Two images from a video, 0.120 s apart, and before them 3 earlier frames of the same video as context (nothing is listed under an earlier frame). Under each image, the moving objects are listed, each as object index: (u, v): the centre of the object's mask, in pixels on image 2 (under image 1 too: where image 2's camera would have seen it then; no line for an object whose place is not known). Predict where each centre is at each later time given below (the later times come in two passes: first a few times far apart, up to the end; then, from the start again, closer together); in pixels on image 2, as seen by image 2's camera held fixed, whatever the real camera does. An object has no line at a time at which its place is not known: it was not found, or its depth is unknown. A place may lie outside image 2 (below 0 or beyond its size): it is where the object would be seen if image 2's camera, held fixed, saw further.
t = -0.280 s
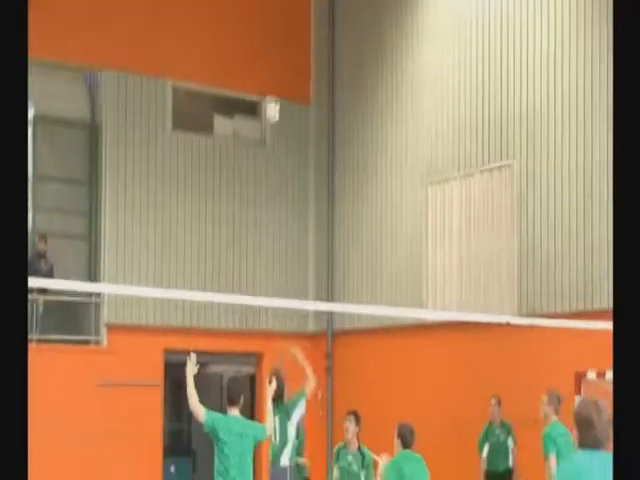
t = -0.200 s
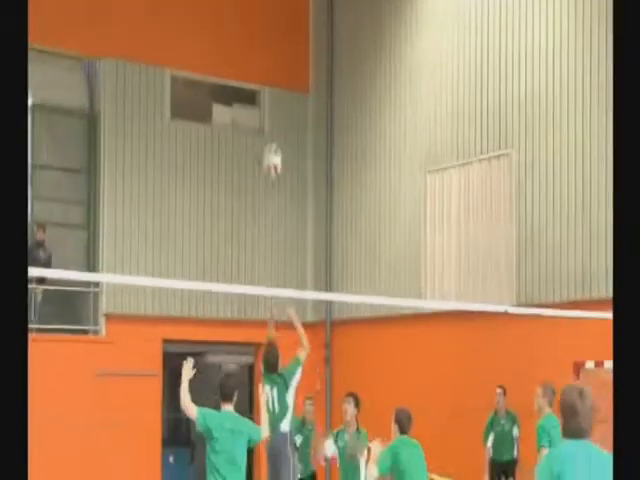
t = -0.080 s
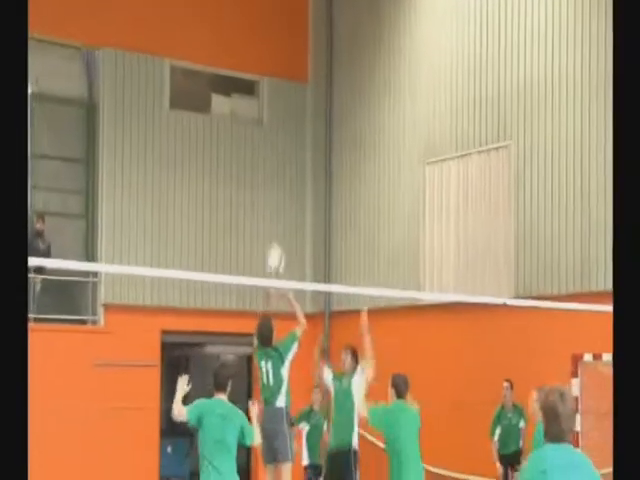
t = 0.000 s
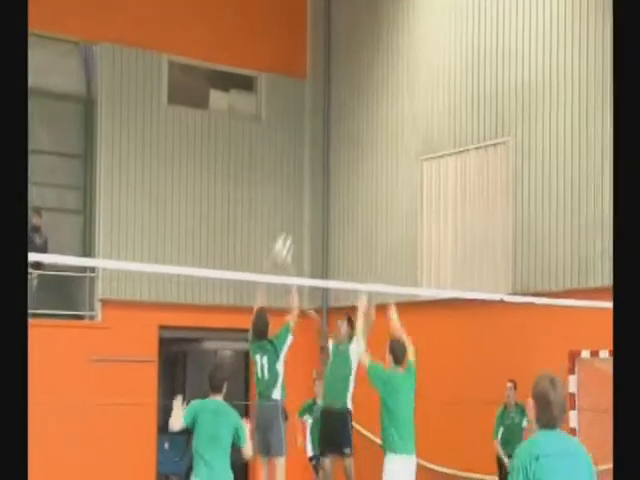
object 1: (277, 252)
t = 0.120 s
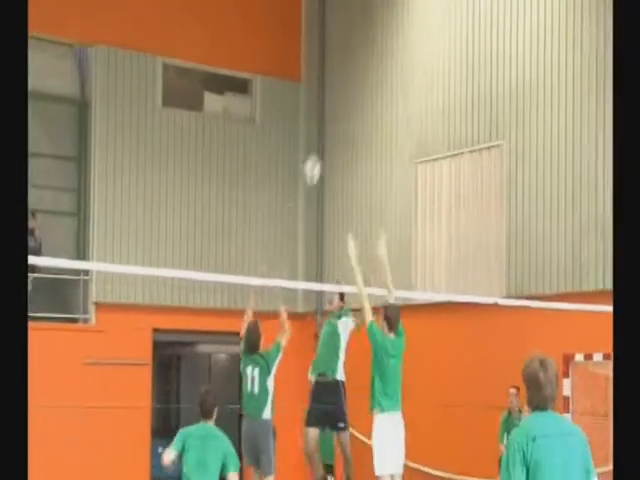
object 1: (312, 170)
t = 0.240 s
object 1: (344, 108)
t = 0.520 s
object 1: (414, 34)
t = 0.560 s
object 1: (424, 32)
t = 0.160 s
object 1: (324, 148)
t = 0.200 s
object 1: (334, 127)
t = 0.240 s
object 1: (344, 108)
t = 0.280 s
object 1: (355, 91)
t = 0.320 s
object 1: (366, 76)
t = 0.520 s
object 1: (414, 34)
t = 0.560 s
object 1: (424, 32)
